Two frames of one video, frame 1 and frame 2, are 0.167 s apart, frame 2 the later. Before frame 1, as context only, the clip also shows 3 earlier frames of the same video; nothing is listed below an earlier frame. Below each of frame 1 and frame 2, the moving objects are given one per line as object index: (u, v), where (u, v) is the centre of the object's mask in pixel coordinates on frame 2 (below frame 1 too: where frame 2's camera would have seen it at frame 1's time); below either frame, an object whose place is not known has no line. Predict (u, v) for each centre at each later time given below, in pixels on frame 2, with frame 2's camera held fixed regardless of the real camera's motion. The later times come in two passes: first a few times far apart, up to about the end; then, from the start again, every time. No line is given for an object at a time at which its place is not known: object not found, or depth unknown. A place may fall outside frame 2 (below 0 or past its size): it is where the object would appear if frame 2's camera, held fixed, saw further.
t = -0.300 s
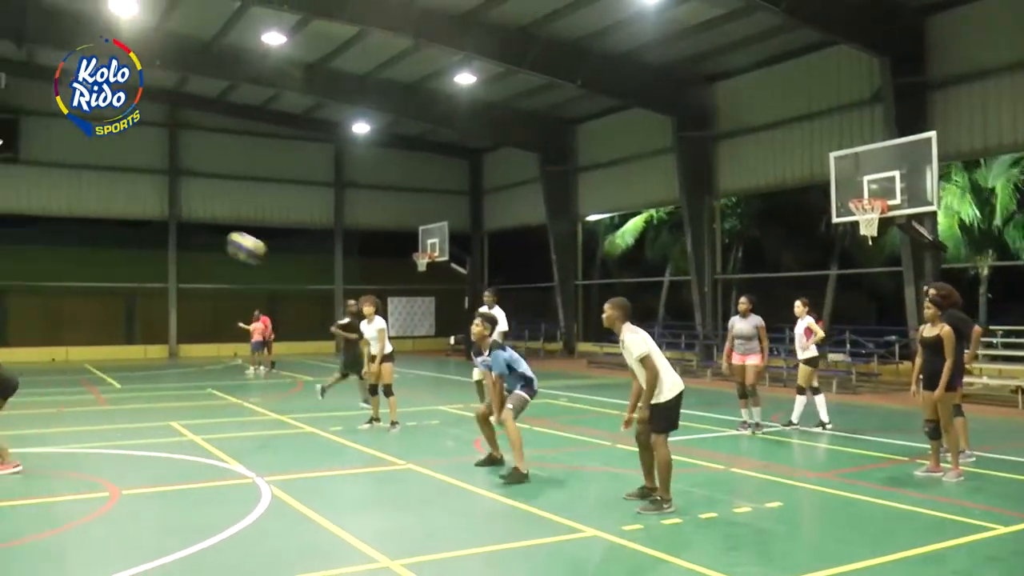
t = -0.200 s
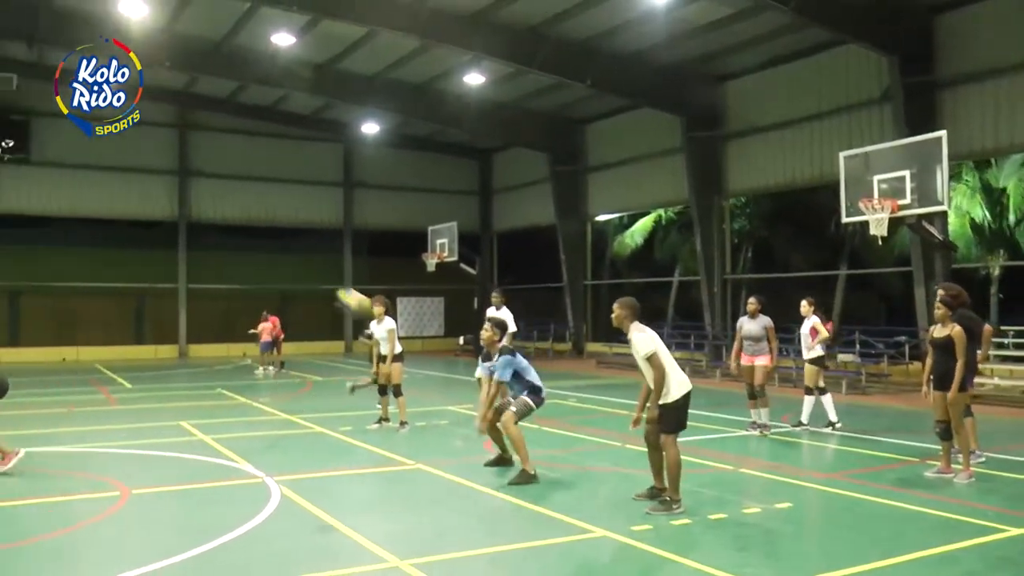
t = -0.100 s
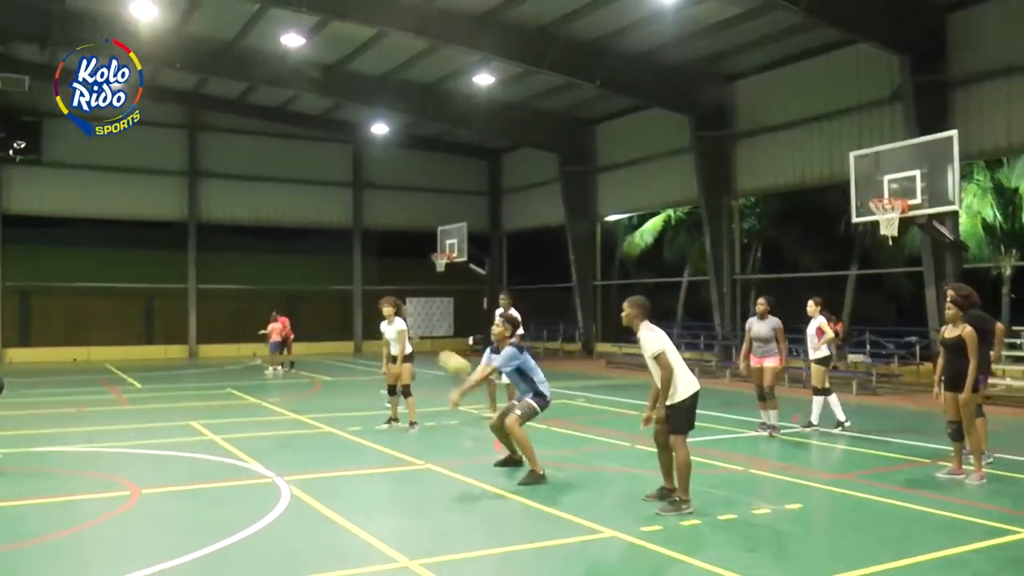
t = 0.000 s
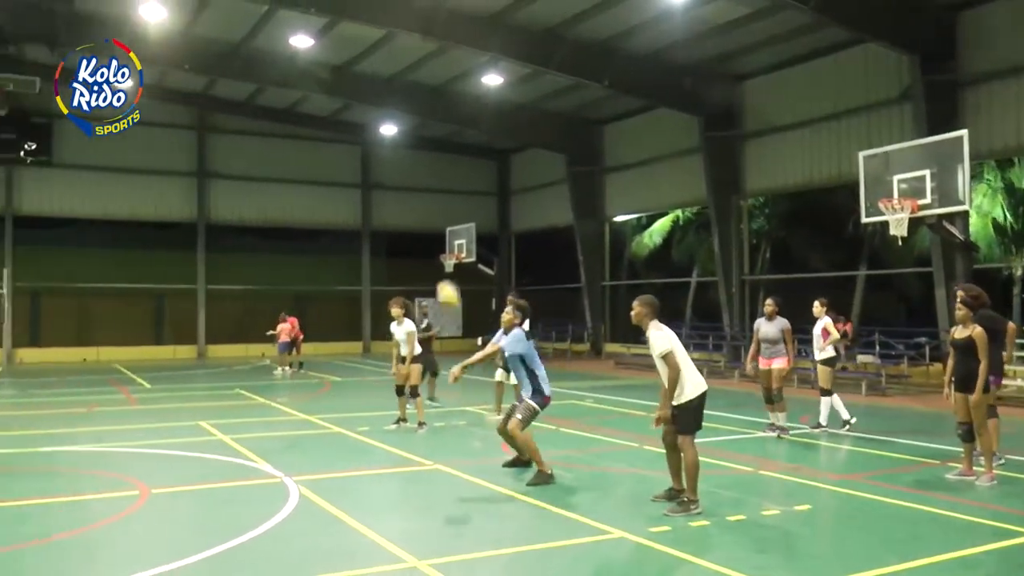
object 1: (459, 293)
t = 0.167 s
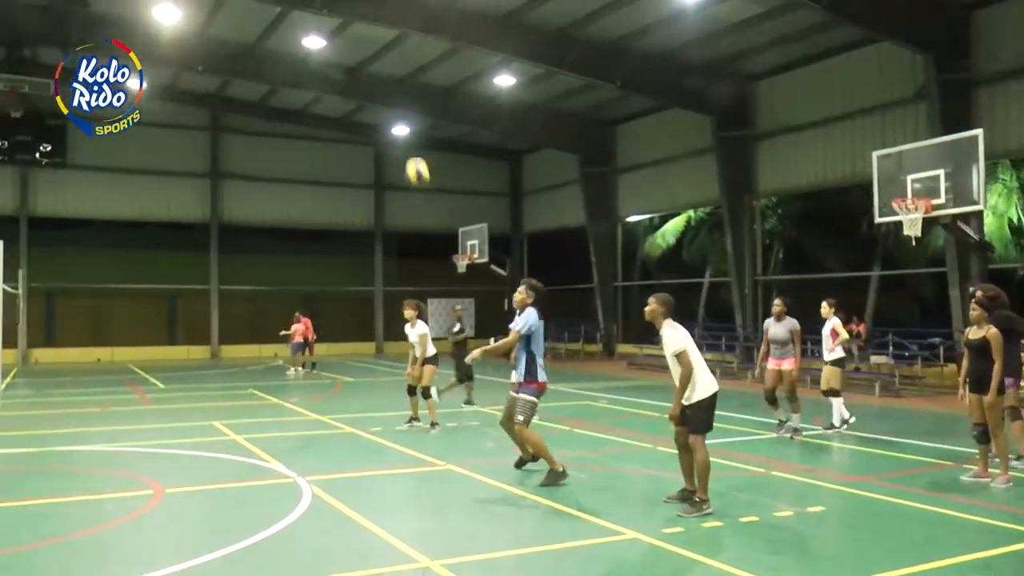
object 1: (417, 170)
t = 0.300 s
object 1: (384, 94)
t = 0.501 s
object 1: (333, 13)
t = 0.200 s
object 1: (408, 150)
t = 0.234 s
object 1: (400, 131)
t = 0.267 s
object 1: (392, 112)
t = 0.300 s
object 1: (384, 94)
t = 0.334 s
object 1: (375, 79)
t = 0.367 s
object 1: (366, 63)
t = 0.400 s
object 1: (359, 48)
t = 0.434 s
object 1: (351, 35)
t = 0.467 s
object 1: (342, 21)
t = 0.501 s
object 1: (333, 13)
